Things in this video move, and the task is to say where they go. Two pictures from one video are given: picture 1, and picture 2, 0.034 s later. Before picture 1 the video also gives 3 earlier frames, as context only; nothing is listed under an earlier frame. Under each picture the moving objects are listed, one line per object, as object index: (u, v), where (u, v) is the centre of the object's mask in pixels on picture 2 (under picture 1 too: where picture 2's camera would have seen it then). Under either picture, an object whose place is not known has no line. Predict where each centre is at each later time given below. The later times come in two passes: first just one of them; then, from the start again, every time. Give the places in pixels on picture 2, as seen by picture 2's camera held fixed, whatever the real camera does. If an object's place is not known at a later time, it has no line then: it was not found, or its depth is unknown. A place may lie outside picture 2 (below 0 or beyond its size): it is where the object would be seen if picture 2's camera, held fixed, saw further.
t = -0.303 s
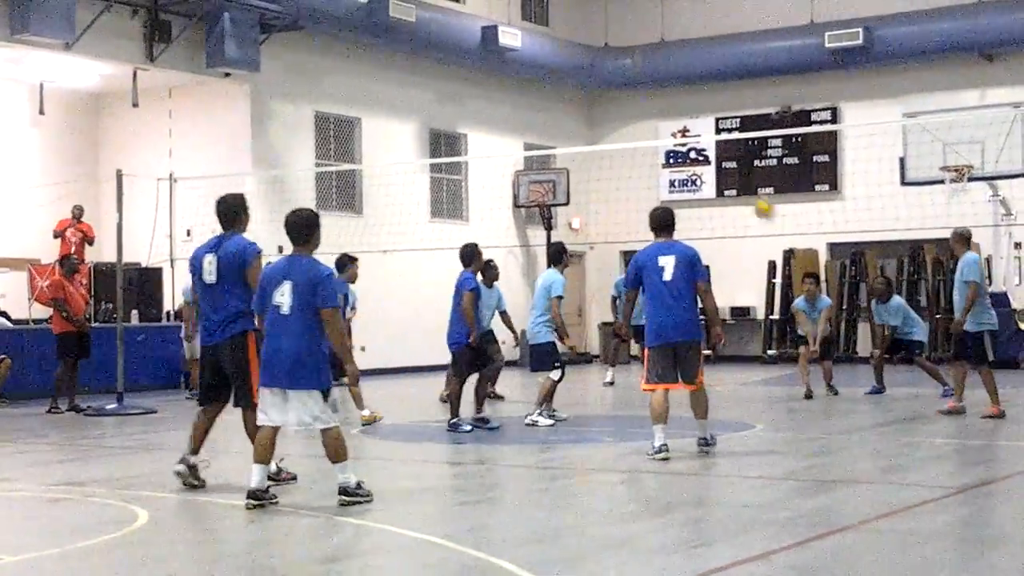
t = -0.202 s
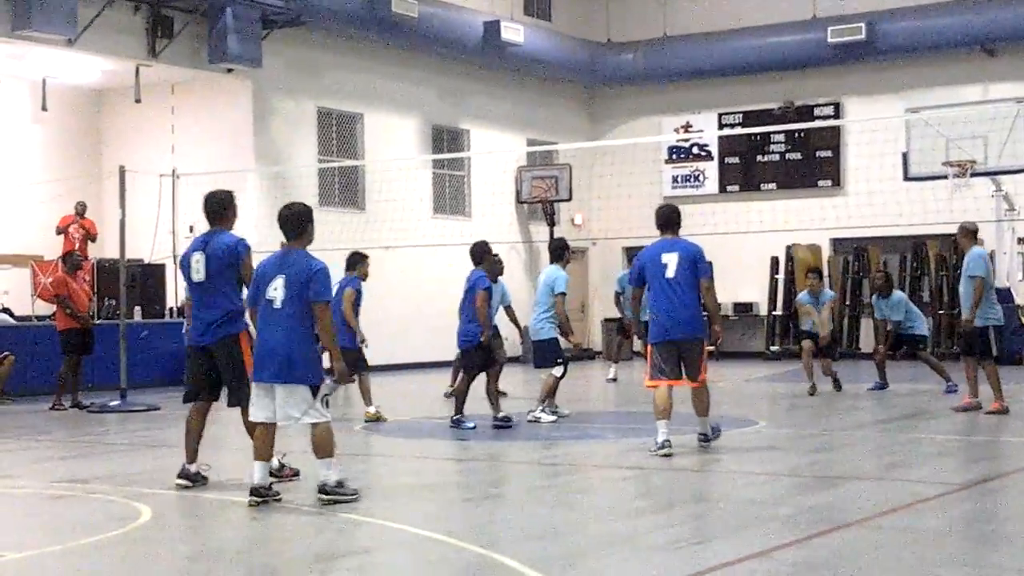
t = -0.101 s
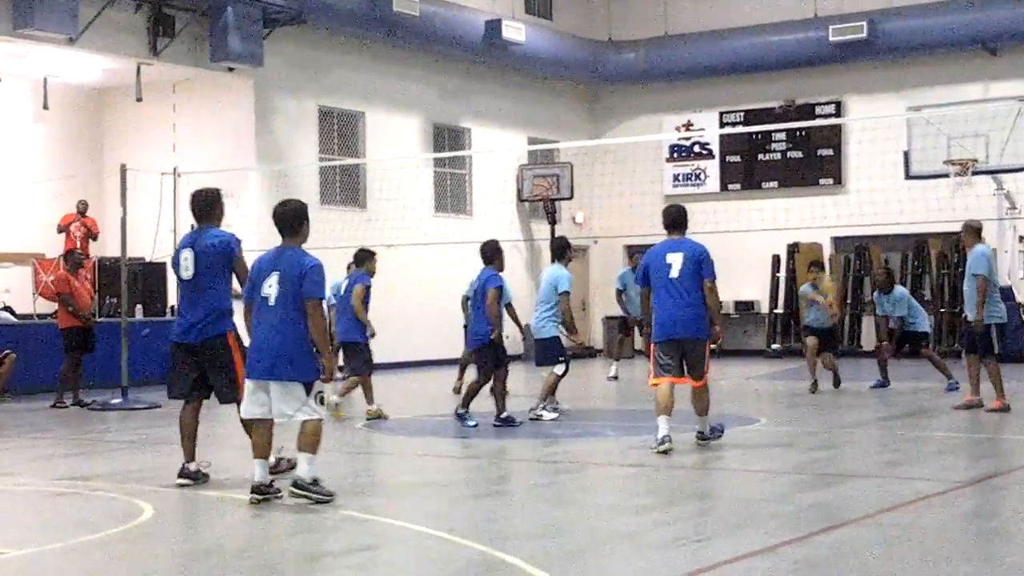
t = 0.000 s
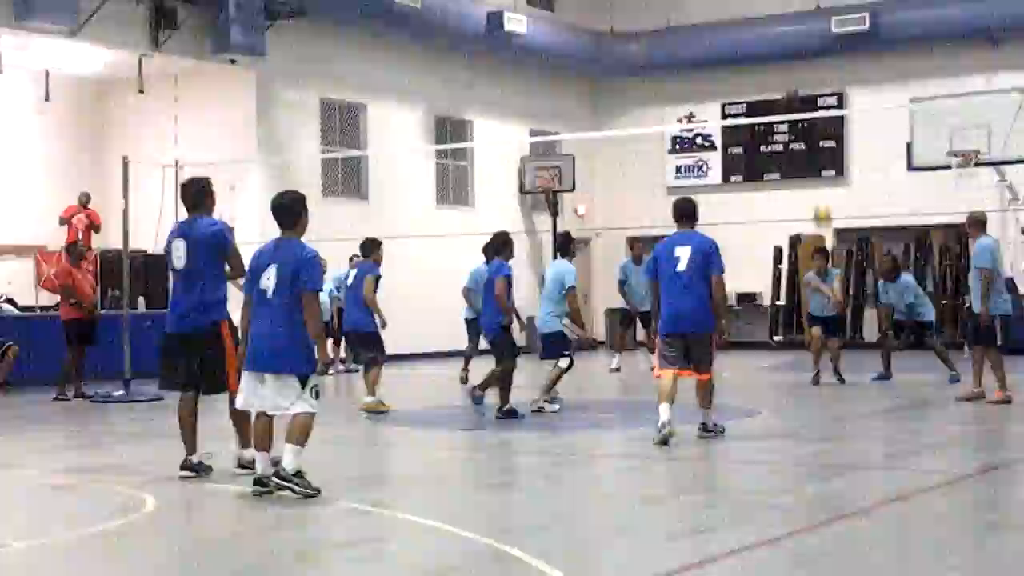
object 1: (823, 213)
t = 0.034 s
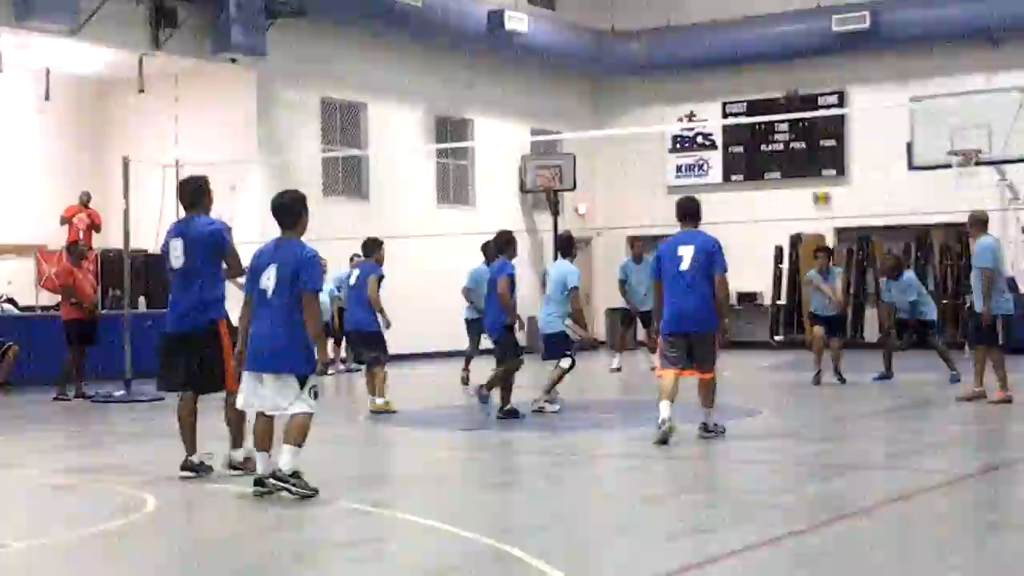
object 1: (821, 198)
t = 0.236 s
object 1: (808, 100)
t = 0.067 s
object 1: (819, 177)
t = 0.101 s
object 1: (818, 158)
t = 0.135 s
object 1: (814, 143)
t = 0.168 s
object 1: (812, 130)
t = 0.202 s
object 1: (811, 114)
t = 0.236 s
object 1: (808, 100)
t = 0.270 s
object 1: (804, 88)
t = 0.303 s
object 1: (803, 75)
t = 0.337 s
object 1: (801, 64)
